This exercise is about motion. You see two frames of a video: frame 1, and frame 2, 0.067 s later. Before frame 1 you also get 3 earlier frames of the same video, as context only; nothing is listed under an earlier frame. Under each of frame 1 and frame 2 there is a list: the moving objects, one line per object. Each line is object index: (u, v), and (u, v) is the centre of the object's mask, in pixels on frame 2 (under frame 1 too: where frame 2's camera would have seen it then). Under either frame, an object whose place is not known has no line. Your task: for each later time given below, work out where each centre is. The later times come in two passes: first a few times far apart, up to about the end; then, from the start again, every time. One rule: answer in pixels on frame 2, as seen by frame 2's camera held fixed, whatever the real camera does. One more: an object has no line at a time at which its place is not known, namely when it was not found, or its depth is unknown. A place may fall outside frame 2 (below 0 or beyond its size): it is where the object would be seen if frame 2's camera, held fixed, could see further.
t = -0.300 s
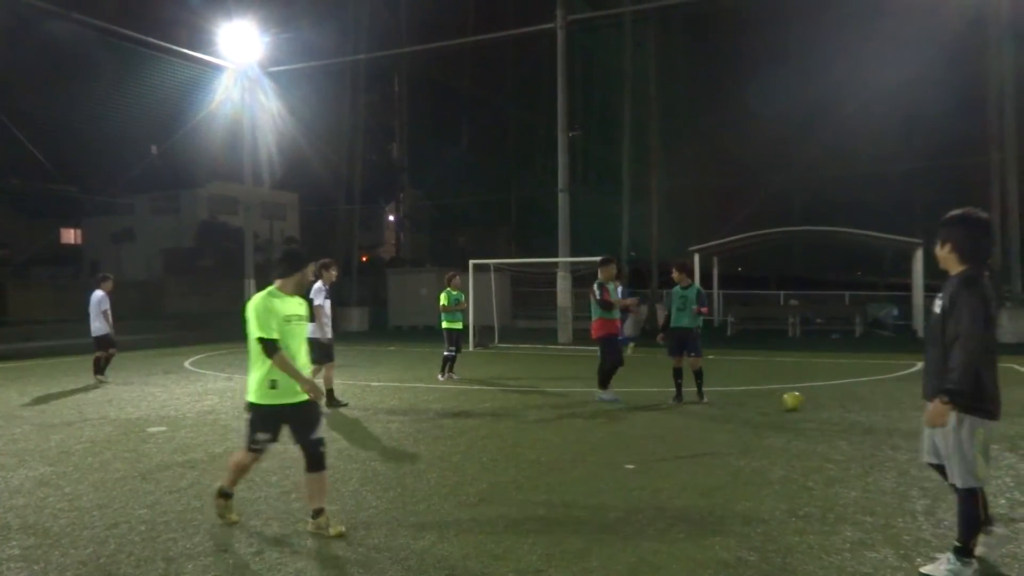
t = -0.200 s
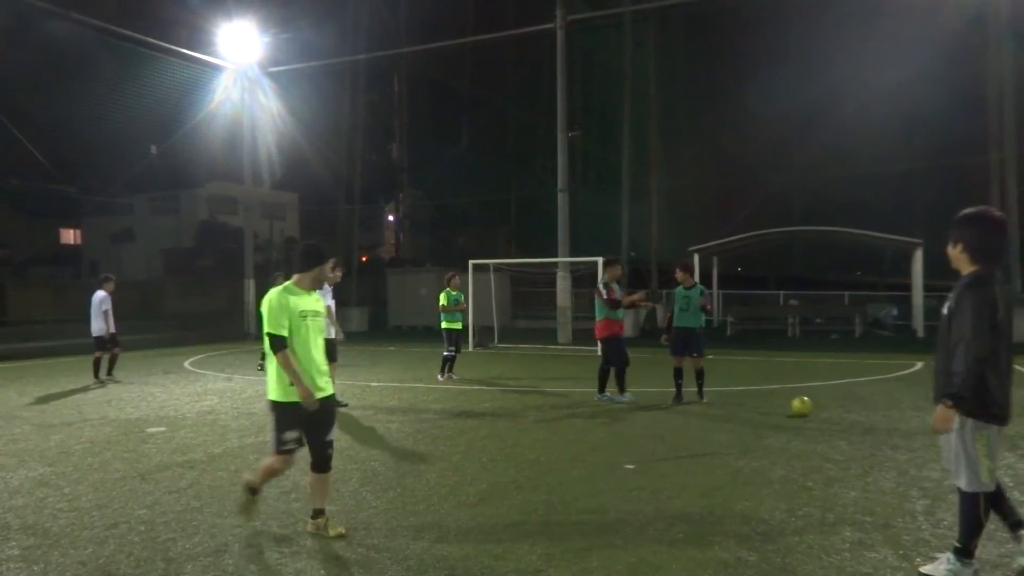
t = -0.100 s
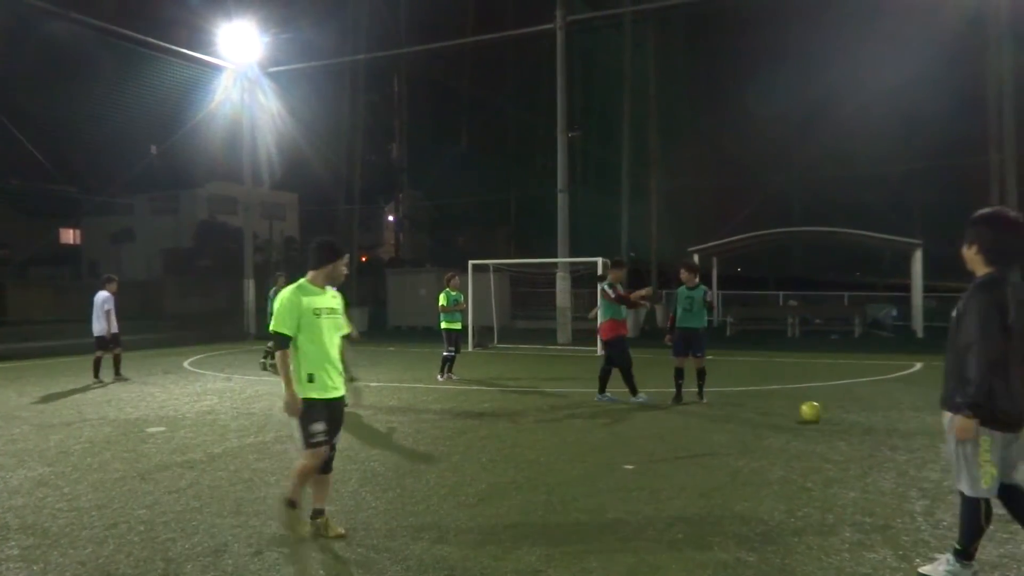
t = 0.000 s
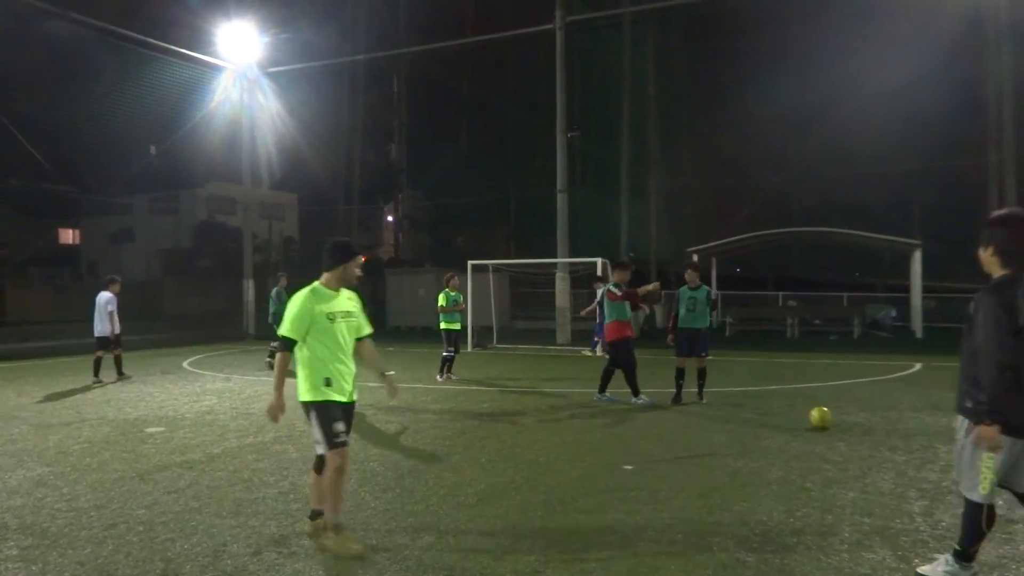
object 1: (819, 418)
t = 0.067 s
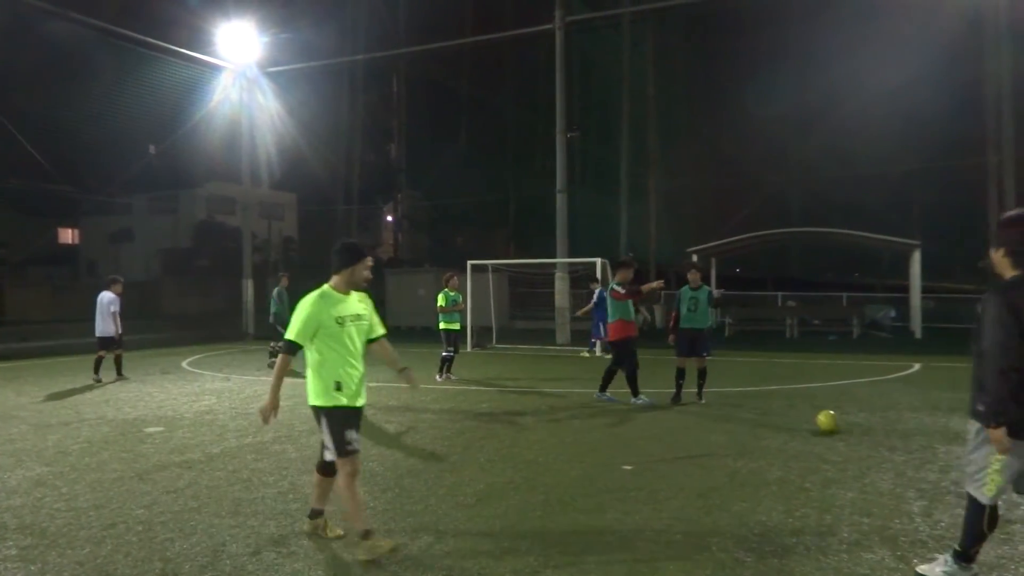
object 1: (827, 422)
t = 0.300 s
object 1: (858, 437)
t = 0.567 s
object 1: (898, 459)
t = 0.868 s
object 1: (961, 492)
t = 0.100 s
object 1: (831, 424)
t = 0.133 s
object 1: (835, 426)
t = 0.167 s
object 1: (839, 428)
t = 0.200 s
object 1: (843, 430)
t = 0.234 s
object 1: (846, 432)
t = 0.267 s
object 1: (853, 435)
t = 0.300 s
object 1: (858, 437)
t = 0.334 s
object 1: (861, 440)
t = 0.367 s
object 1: (866, 442)
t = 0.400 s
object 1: (870, 445)
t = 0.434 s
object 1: (875, 448)
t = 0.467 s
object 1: (882, 451)
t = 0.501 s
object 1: (887, 454)
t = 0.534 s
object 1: (893, 456)
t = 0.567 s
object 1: (898, 459)
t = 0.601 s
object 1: (903, 462)
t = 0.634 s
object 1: (909, 466)
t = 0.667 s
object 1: (917, 469)
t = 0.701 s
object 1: (922, 473)
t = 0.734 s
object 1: (930, 477)
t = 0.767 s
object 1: (938, 480)
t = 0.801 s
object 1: (944, 484)
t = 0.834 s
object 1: (952, 488)
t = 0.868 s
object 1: (961, 492)
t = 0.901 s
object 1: (969, 498)
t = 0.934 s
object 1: (977, 502)
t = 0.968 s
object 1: (986, 507)
